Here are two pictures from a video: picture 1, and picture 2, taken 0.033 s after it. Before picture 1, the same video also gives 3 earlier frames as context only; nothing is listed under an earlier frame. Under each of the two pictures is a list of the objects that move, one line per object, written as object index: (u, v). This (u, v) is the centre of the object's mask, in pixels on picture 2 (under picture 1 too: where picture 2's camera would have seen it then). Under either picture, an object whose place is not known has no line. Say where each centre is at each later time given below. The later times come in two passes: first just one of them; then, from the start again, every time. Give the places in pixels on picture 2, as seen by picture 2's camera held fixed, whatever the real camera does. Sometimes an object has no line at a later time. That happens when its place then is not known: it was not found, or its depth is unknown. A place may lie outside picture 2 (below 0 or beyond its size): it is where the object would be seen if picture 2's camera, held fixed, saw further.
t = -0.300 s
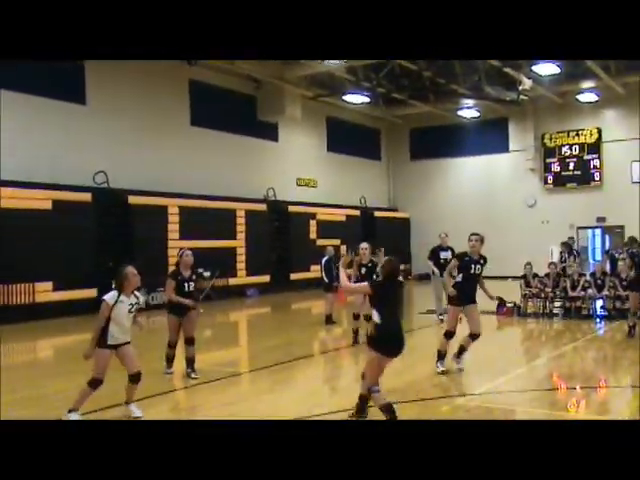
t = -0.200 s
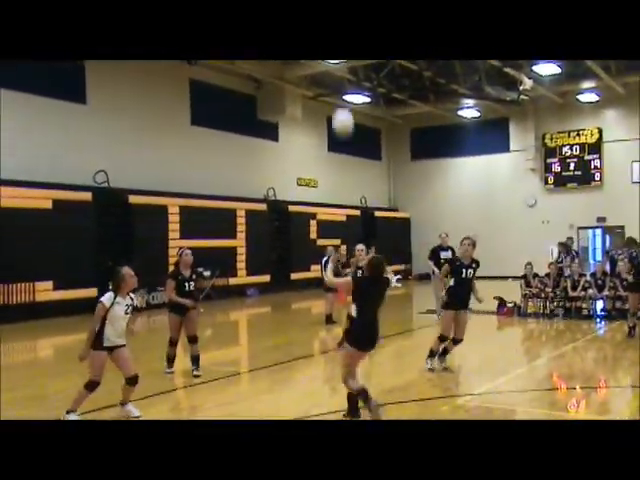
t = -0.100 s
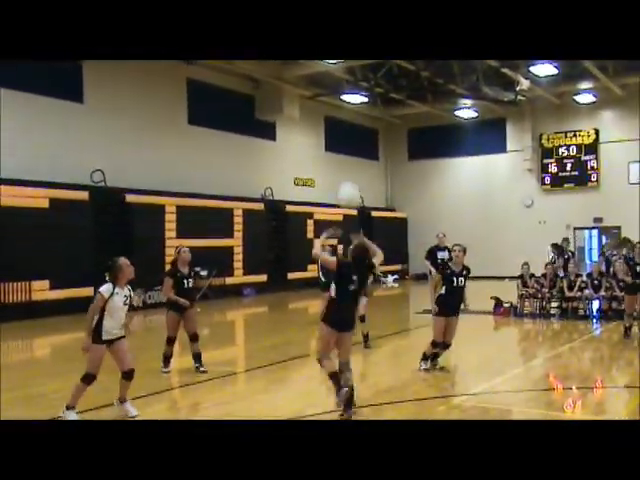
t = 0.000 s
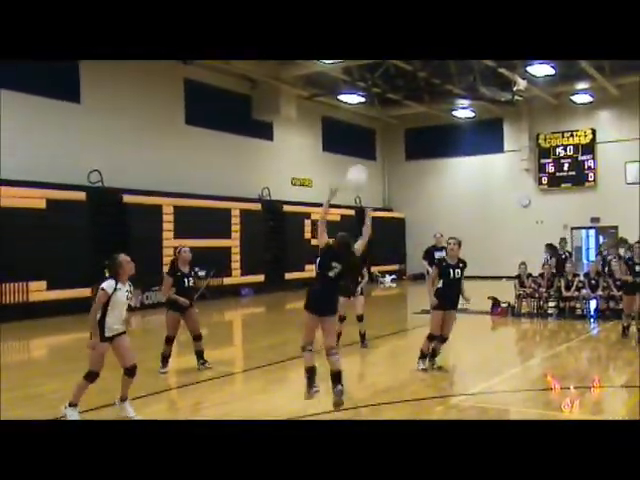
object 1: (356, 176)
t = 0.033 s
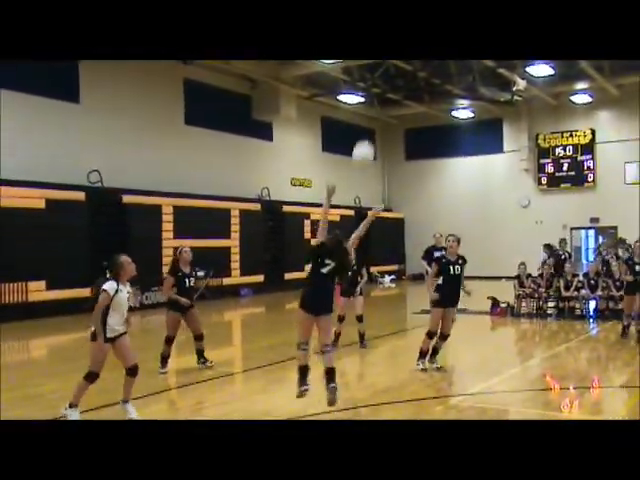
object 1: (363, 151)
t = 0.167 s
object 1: (389, 69)
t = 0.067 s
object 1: (370, 130)
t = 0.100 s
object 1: (377, 108)
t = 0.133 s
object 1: (384, 86)
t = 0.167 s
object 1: (389, 69)
